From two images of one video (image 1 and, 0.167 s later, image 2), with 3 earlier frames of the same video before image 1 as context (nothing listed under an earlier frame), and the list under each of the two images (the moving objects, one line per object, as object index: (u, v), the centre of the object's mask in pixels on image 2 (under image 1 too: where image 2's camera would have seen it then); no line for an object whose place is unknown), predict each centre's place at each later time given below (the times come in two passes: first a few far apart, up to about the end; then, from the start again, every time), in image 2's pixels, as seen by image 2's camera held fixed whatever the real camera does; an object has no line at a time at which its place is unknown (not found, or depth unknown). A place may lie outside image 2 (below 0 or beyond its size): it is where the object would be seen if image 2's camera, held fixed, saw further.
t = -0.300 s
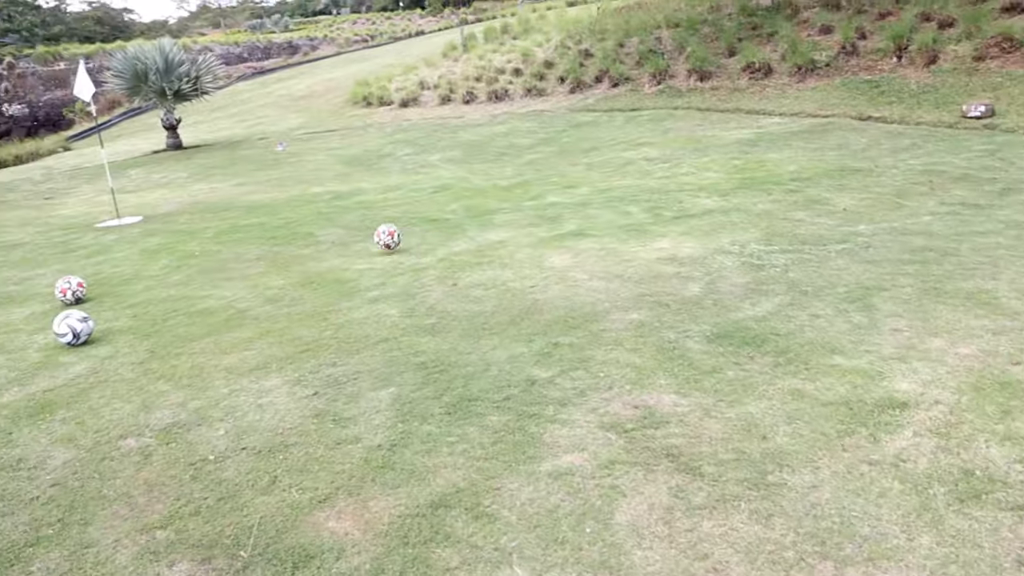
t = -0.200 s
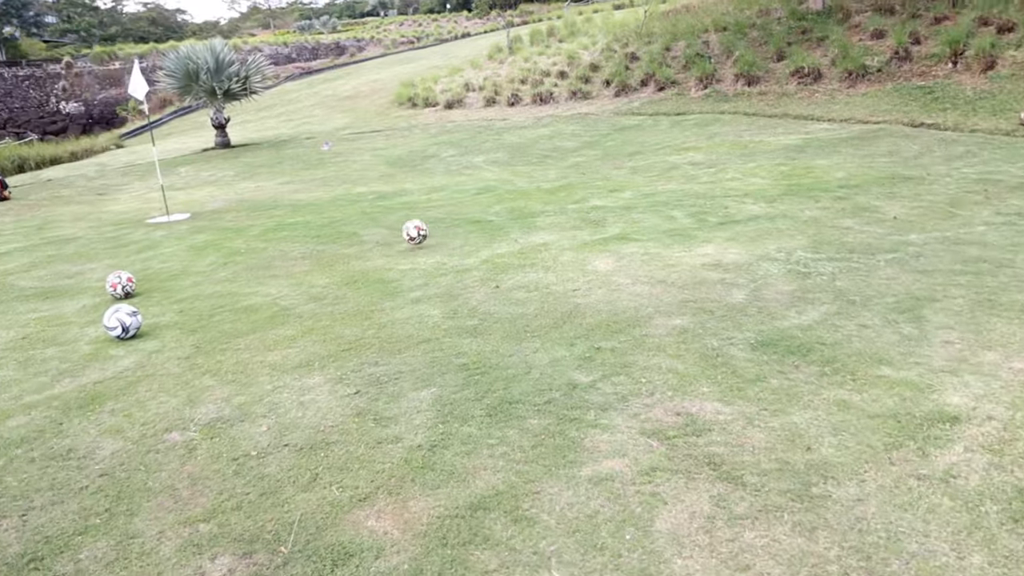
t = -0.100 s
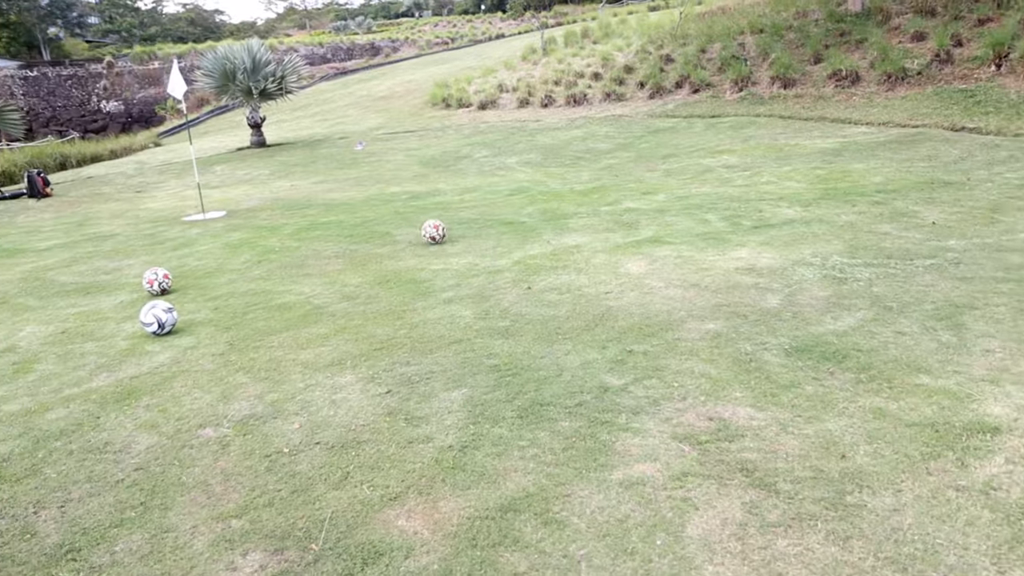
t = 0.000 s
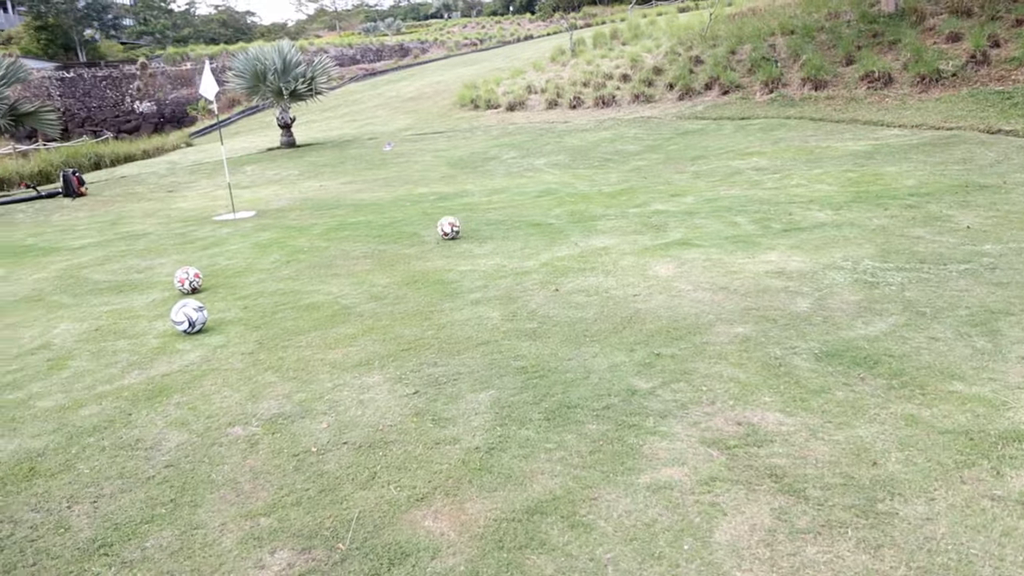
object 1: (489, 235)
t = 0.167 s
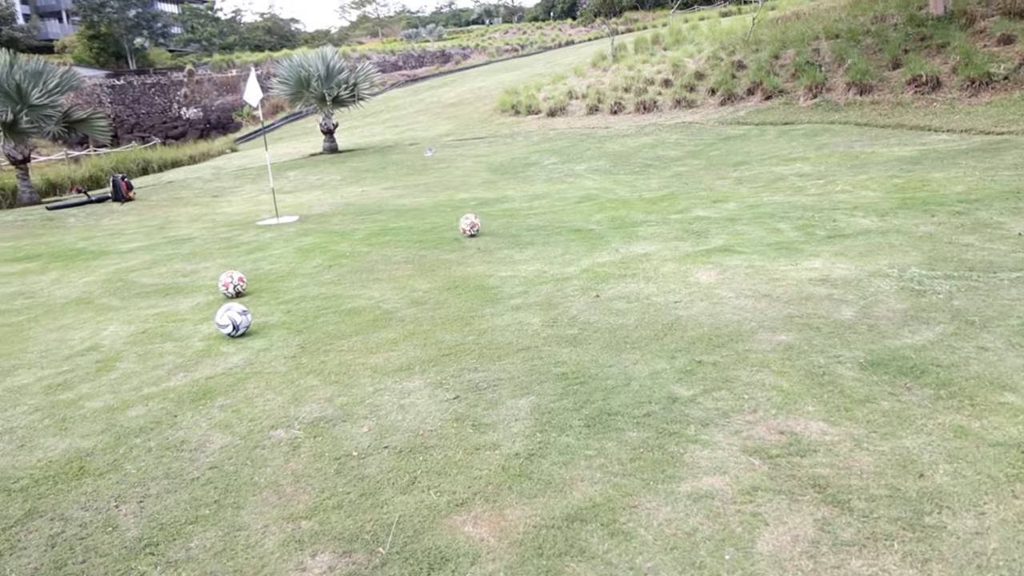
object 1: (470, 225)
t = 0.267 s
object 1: (459, 219)
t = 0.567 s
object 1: (433, 212)
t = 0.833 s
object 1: (416, 205)
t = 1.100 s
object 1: (404, 198)
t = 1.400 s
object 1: (391, 193)
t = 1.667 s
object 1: (383, 190)
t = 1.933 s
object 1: (376, 187)
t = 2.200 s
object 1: (371, 186)
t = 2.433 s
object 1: (367, 185)
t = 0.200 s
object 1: (466, 224)
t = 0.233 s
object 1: (464, 222)
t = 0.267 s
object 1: (459, 219)
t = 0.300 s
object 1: (456, 218)
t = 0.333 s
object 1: (453, 217)
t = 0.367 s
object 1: (450, 217)
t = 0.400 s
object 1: (447, 216)
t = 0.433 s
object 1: (444, 214)
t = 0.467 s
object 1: (441, 214)
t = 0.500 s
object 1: (438, 213)
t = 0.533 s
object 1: (436, 212)
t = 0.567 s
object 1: (433, 212)
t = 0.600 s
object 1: (431, 210)
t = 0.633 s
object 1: (429, 209)
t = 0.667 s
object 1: (426, 208)
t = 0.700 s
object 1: (424, 208)
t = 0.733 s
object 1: (422, 207)
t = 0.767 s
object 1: (420, 206)
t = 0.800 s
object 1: (418, 205)
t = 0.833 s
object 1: (416, 205)
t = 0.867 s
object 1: (414, 204)
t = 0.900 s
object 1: (412, 203)
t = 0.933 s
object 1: (411, 203)
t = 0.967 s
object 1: (409, 201)
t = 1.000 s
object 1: (408, 200)
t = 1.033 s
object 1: (406, 200)
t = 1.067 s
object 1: (405, 200)
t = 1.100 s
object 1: (404, 198)
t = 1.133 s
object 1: (402, 197)
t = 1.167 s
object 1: (401, 197)
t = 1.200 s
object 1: (399, 197)
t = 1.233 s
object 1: (398, 196)
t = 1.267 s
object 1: (396, 195)
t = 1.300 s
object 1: (395, 195)
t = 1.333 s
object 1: (394, 194)
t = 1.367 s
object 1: (393, 194)
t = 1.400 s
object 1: (391, 193)
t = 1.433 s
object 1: (390, 192)
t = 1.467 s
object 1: (389, 192)
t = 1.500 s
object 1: (388, 192)
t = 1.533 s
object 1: (387, 191)
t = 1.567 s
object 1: (386, 191)
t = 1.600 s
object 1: (385, 191)
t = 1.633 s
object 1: (384, 190)
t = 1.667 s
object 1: (383, 190)
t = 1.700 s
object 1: (382, 190)
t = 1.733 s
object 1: (381, 189)
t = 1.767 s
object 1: (380, 188)
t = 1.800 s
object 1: (379, 189)
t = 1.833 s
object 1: (378, 188)
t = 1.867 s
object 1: (378, 188)
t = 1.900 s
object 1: (377, 187)
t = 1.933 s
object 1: (376, 187)
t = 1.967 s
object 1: (375, 187)
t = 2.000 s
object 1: (374, 187)
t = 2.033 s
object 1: (374, 187)
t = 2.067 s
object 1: (373, 187)
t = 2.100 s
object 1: (372, 187)
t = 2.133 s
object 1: (372, 187)
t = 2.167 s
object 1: (371, 186)
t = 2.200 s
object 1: (371, 186)
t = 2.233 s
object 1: (370, 186)
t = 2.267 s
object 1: (369, 186)
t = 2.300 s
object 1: (369, 186)
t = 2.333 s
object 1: (368, 186)
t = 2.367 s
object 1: (368, 186)
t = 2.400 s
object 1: (367, 186)
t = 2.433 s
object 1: (367, 185)
